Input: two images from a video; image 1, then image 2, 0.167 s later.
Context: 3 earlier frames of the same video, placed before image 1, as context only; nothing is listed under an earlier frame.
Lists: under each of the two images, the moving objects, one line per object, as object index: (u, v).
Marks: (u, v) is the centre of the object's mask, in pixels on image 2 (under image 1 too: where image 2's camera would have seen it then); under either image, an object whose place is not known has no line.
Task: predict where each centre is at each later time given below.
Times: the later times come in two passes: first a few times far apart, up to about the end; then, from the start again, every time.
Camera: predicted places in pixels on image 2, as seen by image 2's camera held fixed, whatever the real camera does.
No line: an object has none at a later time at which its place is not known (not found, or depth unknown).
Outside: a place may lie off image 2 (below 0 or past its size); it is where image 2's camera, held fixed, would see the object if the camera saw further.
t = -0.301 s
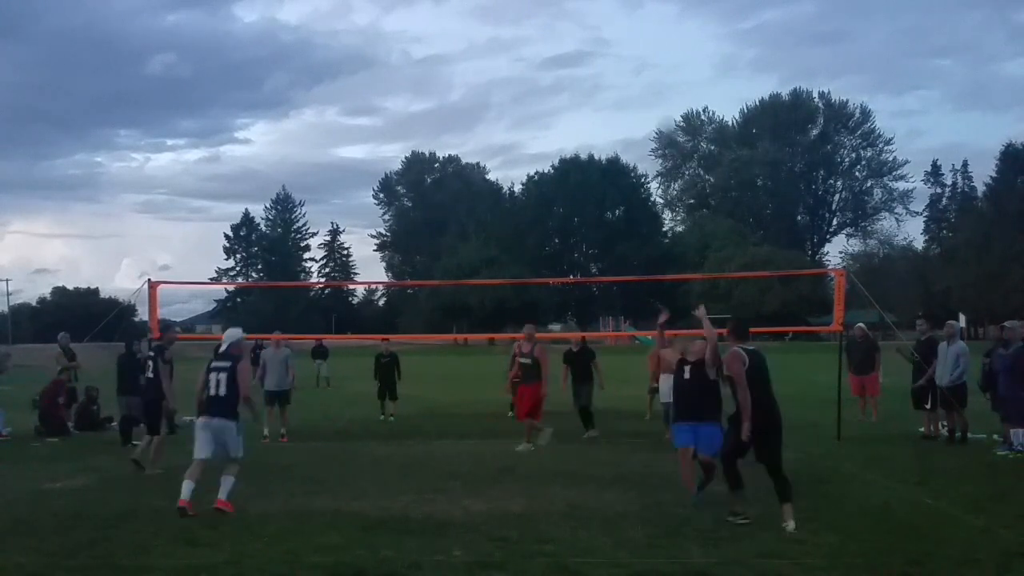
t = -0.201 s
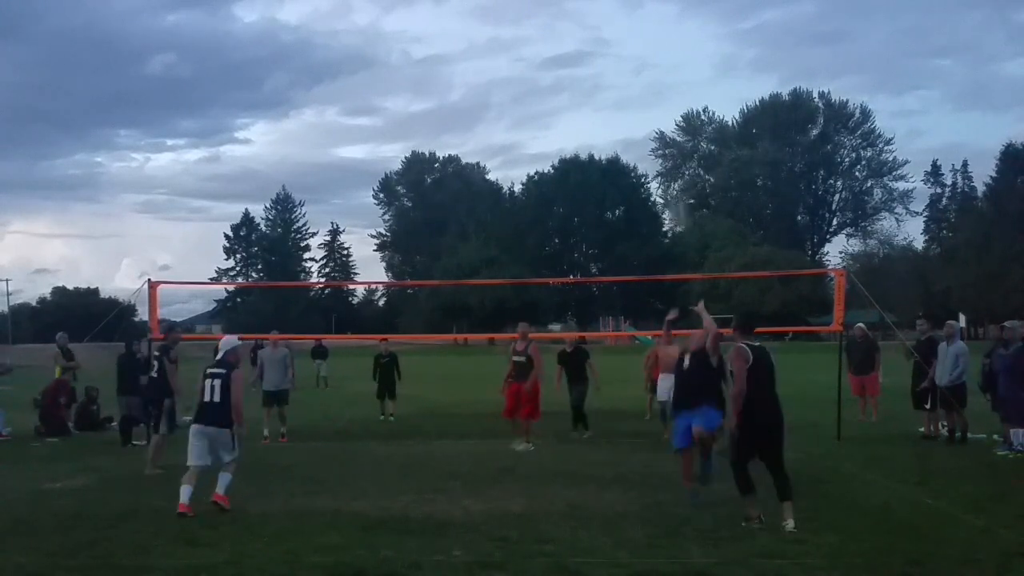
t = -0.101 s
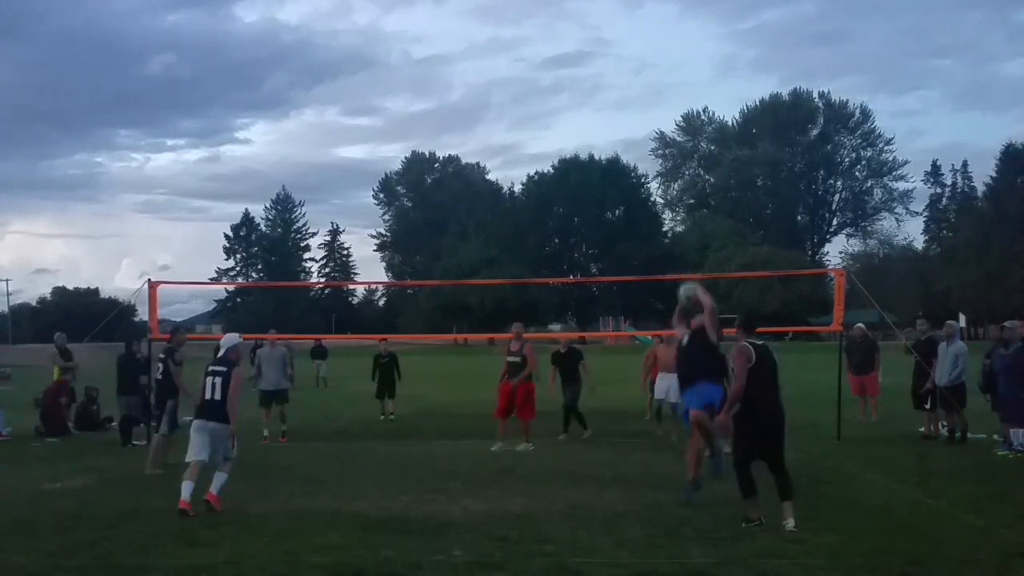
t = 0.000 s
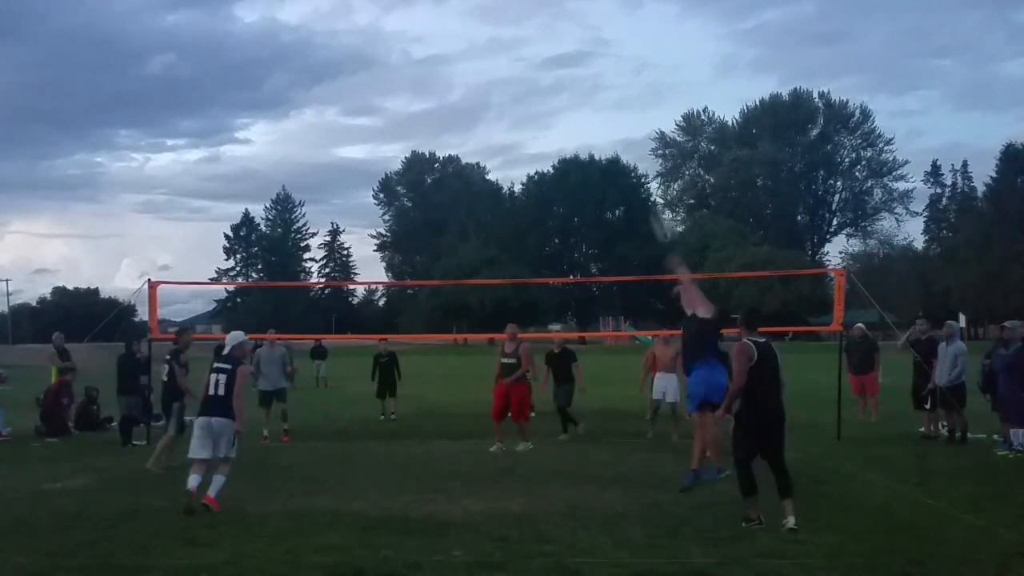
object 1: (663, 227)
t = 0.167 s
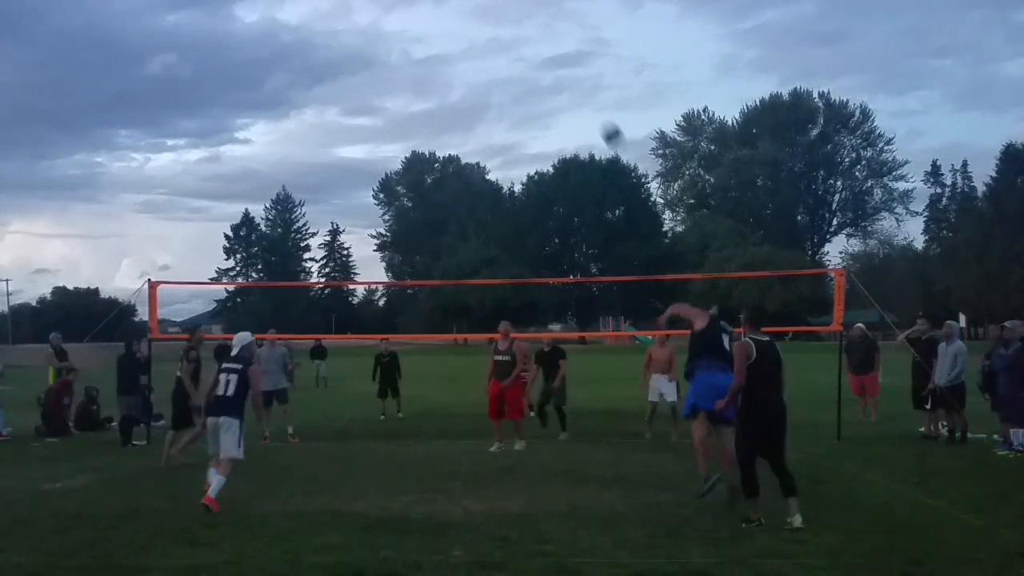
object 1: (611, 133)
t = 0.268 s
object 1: (584, 94)
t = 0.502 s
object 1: (526, 45)
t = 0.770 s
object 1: (471, 52)
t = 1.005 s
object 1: (431, 104)
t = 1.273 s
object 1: (392, 200)
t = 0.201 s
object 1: (602, 120)
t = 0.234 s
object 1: (592, 106)
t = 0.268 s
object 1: (584, 94)
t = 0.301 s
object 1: (575, 84)
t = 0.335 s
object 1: (567, 75)
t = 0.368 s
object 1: (558, 66)
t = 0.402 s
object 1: (550, 60)
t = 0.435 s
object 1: (542, 54)
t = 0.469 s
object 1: (534, 49)
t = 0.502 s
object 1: (526, 45)
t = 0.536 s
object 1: (519, 43)
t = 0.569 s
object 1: (512, 41)
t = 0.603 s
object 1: (505, 41)
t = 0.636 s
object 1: (498, 41)
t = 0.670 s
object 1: (491, 43)
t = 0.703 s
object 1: (485, 45)
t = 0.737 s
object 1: (478, 48)
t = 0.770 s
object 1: (471, 52)
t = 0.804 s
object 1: (465, 57)
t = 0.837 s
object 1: (460, 63)
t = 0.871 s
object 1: (453, 69)
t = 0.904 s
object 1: (448, 77)
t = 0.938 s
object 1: (442, 85)
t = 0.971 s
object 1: (436, 94)
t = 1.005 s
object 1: (431, 104)
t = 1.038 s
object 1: (426, 114)
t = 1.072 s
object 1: (421, 125)
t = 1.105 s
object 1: (416, 136)
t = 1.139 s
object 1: (410, 148)
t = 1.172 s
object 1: (404, 159)
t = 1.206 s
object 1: (400, 174)
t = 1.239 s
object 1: (397, 186)
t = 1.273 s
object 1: (392, 200)
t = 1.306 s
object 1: (389, 223)
